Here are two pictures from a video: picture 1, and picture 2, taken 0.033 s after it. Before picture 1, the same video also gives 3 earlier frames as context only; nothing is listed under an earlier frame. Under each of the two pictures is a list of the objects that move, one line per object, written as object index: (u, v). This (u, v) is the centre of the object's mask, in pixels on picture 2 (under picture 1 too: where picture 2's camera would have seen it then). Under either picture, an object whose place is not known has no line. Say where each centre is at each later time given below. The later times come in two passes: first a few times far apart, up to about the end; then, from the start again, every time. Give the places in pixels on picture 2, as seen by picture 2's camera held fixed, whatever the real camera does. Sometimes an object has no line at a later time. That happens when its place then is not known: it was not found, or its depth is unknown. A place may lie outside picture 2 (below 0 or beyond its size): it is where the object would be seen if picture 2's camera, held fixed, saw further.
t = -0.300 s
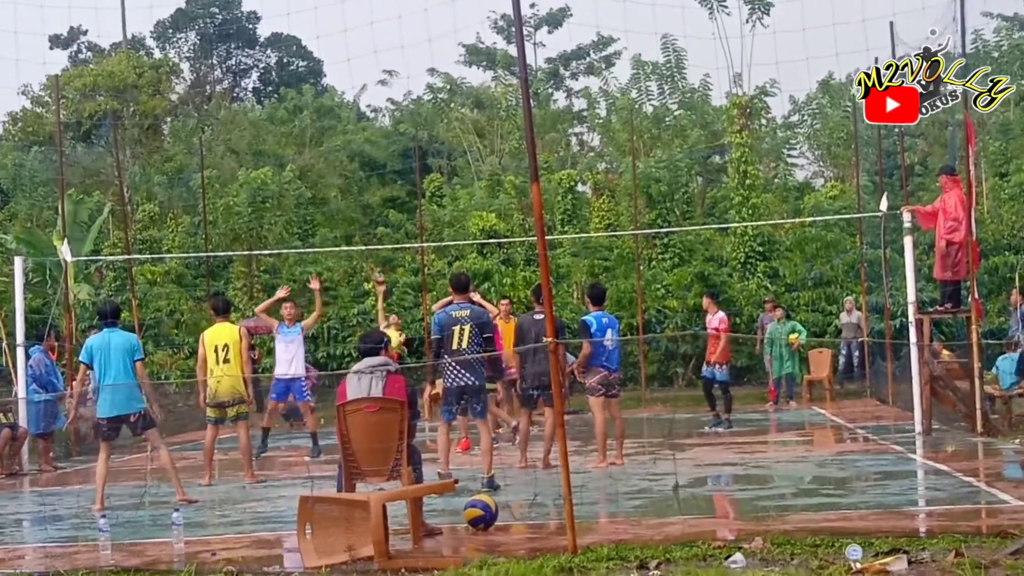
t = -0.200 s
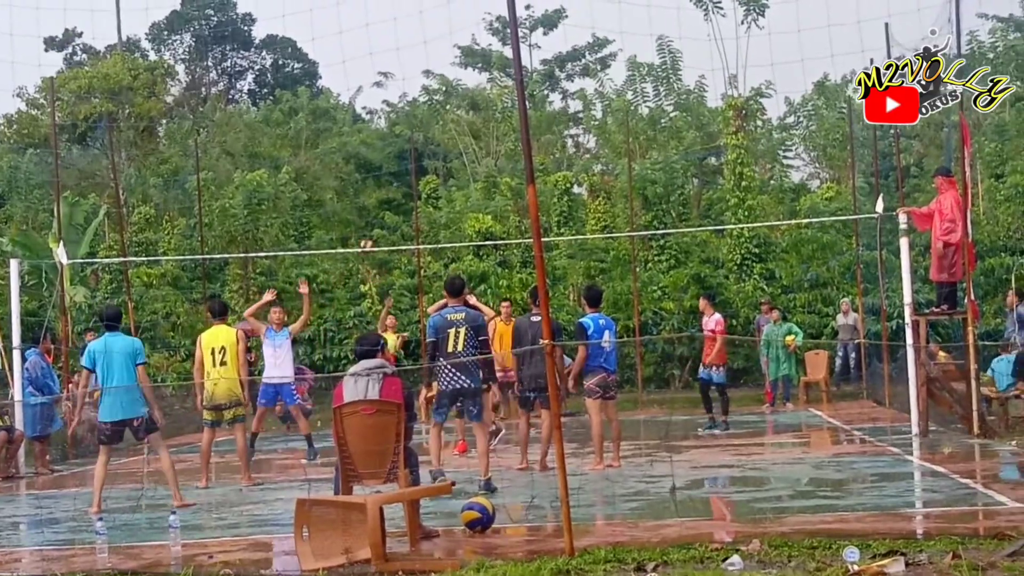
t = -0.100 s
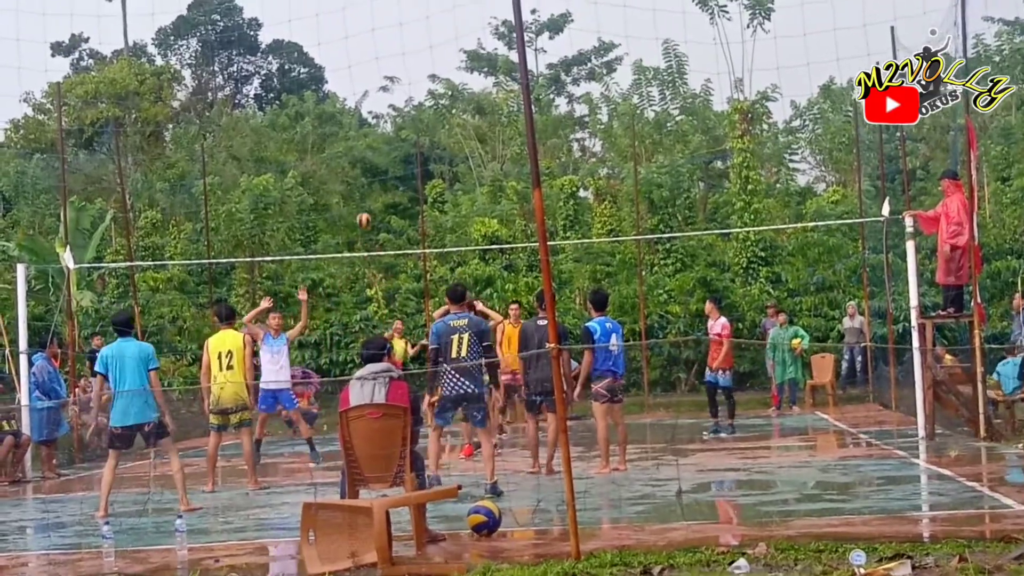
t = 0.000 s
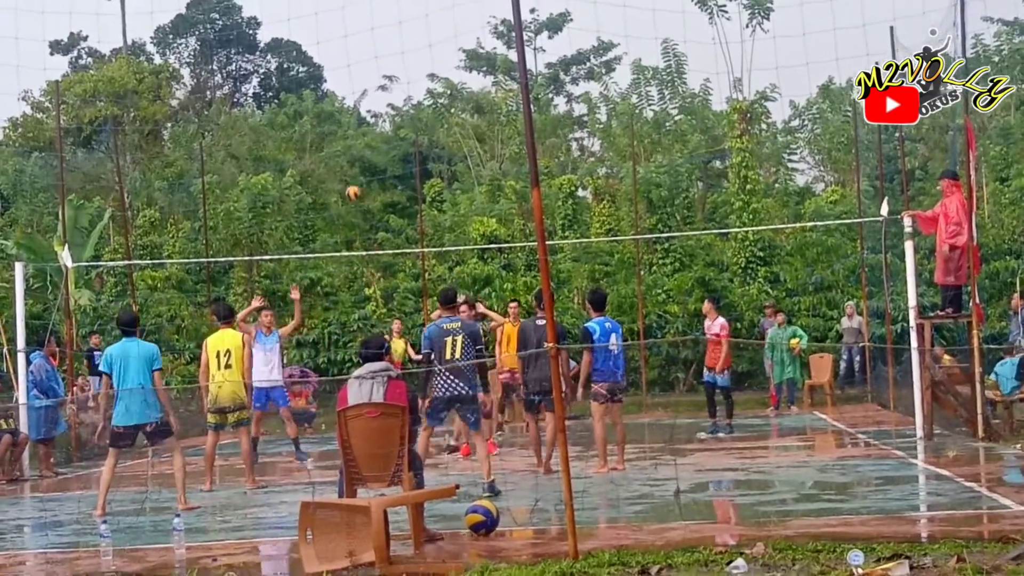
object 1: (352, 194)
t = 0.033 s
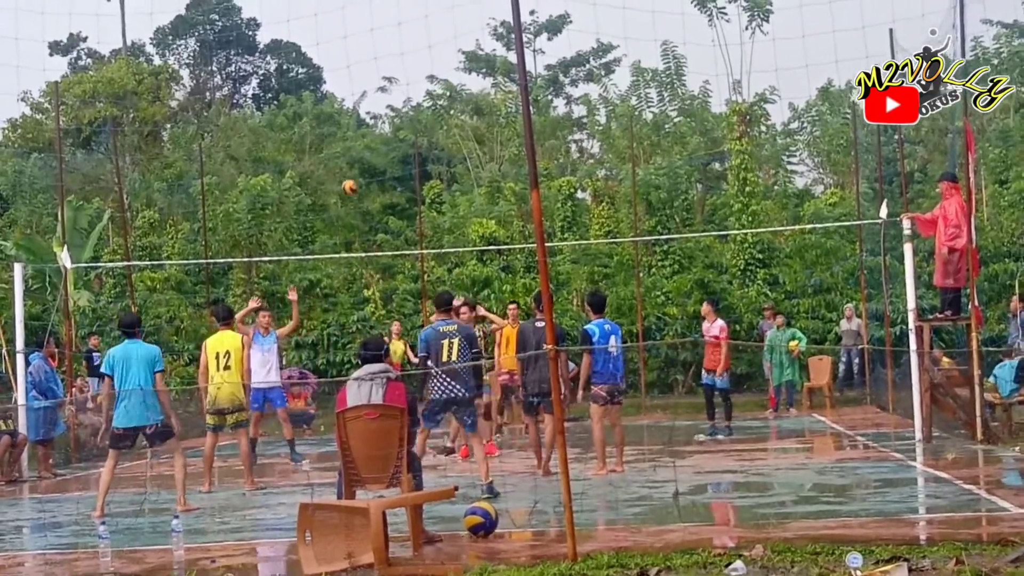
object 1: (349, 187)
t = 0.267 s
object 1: (326, 149)
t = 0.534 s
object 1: (290, 154)
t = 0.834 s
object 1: (249, 249)
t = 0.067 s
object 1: (346, 179)
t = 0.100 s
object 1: (343, 173)
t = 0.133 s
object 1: (340, 167)
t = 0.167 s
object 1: (337, 162)
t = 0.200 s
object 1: (333, 157)
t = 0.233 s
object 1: (329, 152)
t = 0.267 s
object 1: (326, 149)
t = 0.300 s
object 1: (322, 146)
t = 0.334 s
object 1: (319, 144)
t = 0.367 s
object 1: (316, 143)
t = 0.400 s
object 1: (313, 143)
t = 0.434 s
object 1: (304, 143)
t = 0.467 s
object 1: (300, 148)
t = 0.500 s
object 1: (296, 150)
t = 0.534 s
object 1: (290, 154)
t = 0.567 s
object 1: (285, 160)
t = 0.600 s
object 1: (280, 167)
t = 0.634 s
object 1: (275, 175)
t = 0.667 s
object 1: (271, 184)
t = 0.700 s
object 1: (266, 195)
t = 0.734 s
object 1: (262, 206)
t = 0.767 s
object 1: (257, 219)
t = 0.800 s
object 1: (253, 234)
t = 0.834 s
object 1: (249, 249)
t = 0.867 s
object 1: (244, 268)
